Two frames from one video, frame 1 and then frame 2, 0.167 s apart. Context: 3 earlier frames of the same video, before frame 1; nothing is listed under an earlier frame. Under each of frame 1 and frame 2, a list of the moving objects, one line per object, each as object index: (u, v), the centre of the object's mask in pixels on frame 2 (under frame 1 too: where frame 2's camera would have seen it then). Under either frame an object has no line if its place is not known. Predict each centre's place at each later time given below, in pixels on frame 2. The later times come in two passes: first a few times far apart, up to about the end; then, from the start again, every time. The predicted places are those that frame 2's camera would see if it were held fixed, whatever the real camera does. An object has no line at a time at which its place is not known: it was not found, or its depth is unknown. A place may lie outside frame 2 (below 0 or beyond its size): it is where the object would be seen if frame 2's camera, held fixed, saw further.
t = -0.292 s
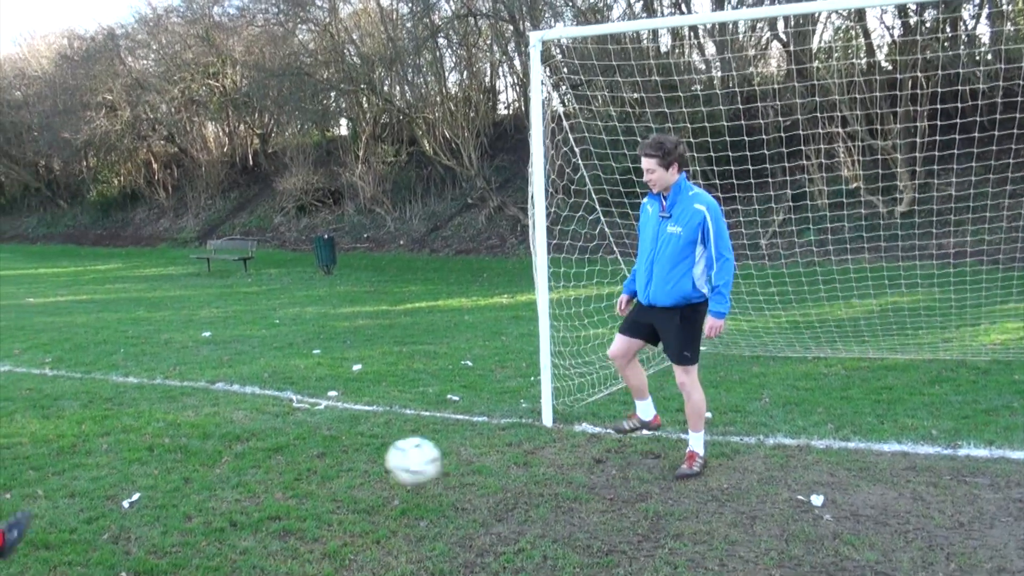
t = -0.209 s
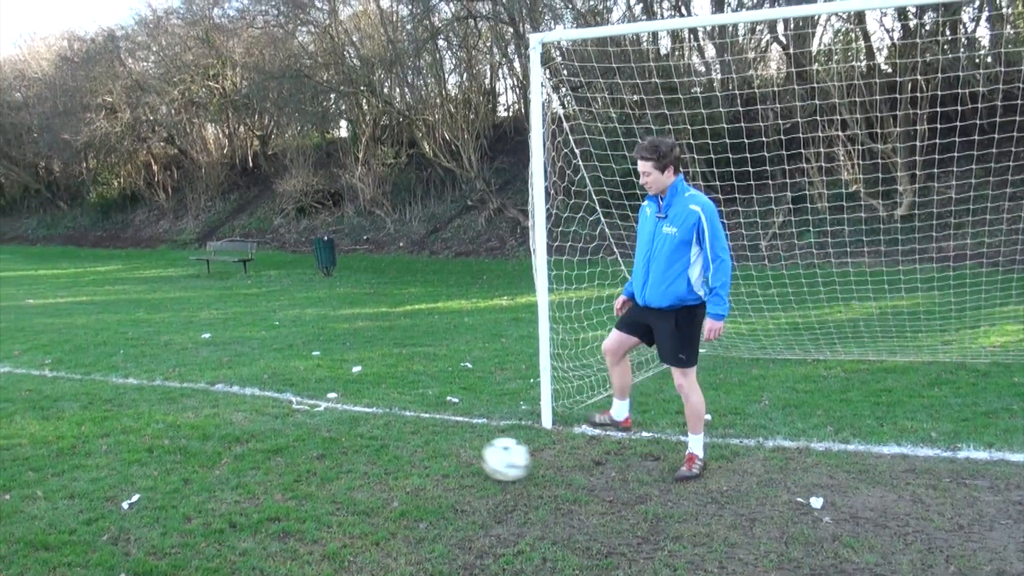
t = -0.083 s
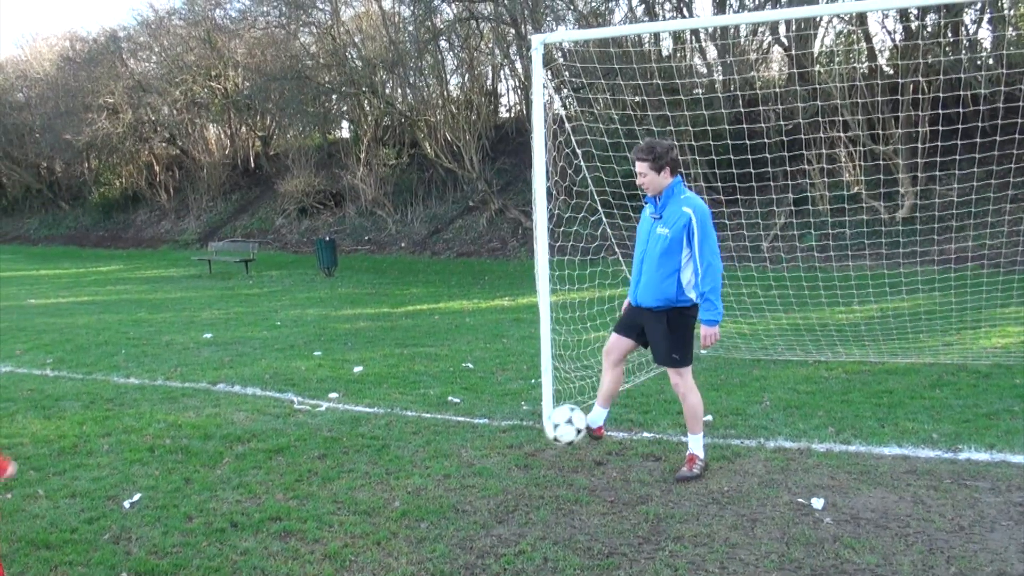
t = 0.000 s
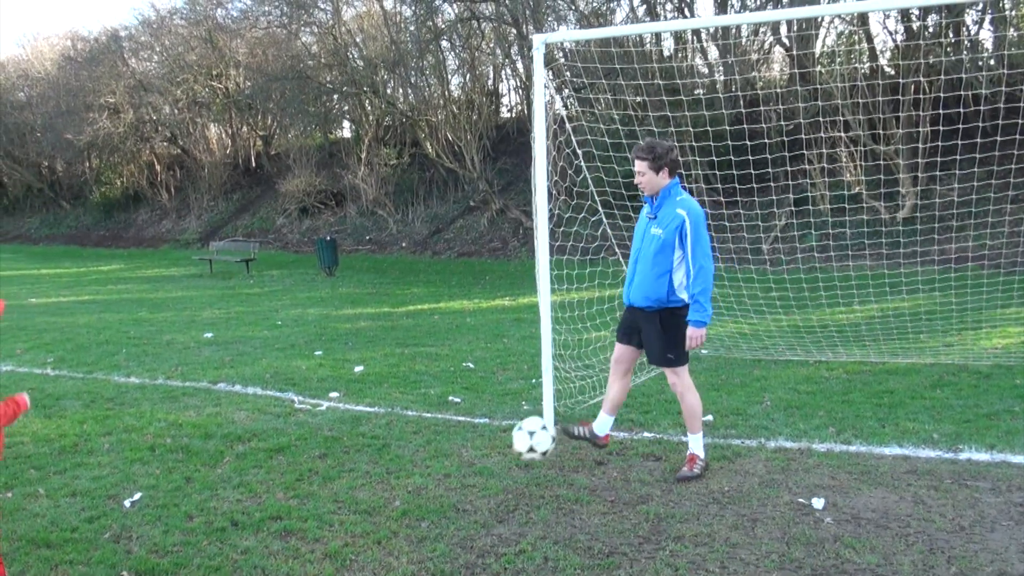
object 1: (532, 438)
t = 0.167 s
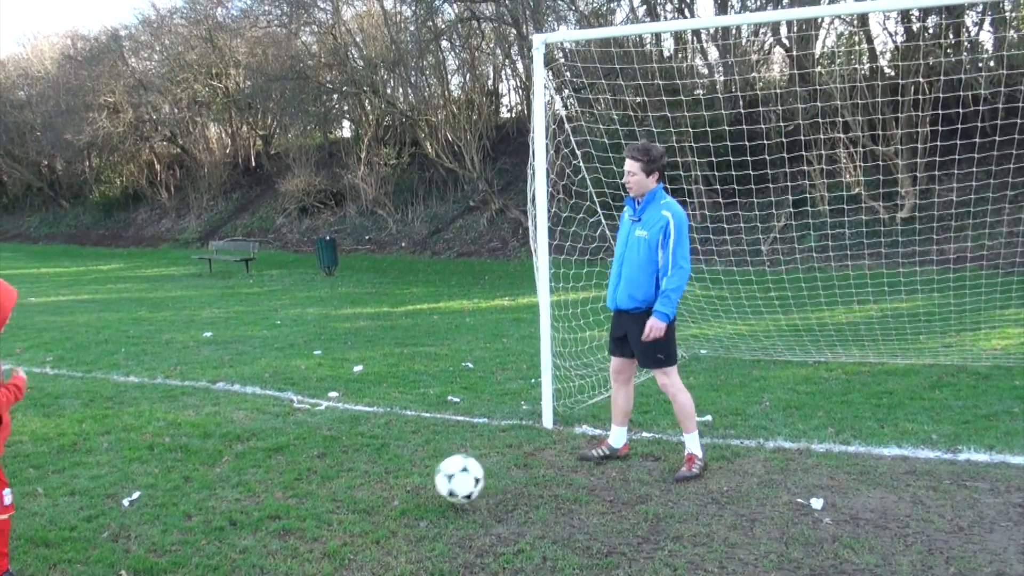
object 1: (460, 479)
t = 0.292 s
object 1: (408, 492)
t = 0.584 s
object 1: (303, 527)
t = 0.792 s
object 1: (228, 557)
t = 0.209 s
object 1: (442, 479)
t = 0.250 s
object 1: (425, 484)
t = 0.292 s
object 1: (408, 492)
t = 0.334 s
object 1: (390, 505)
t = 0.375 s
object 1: (373, 520)
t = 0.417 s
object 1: (359, 516)
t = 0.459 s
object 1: (346, 513)
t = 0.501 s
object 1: (332, 514)
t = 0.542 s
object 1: (318, 518)
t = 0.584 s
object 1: (303, 527)
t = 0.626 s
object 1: (289, 540)
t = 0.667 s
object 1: (274, 554)
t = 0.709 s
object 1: (259, 553)
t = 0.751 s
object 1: (243, 554)
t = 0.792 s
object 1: (228, 557)
